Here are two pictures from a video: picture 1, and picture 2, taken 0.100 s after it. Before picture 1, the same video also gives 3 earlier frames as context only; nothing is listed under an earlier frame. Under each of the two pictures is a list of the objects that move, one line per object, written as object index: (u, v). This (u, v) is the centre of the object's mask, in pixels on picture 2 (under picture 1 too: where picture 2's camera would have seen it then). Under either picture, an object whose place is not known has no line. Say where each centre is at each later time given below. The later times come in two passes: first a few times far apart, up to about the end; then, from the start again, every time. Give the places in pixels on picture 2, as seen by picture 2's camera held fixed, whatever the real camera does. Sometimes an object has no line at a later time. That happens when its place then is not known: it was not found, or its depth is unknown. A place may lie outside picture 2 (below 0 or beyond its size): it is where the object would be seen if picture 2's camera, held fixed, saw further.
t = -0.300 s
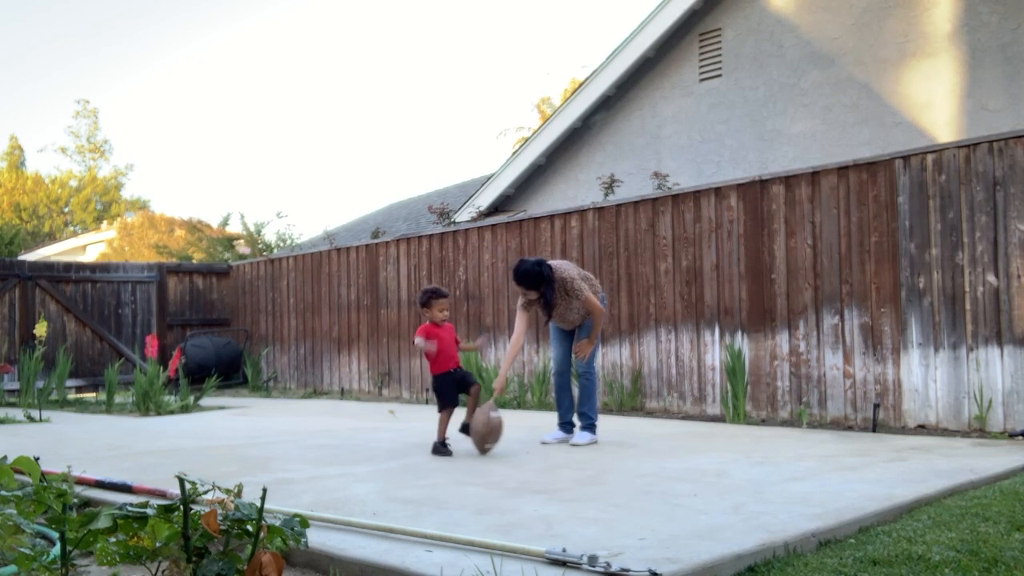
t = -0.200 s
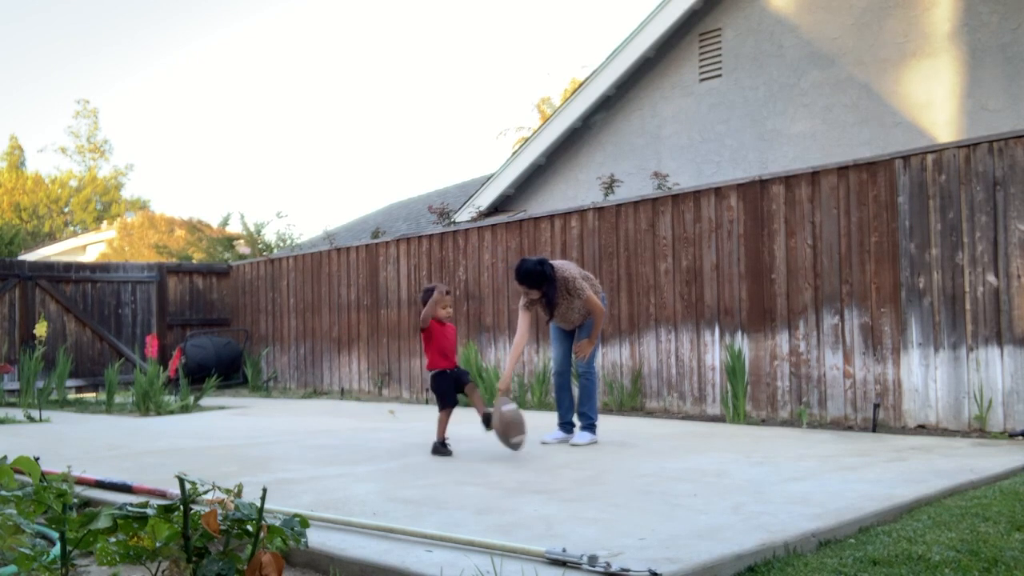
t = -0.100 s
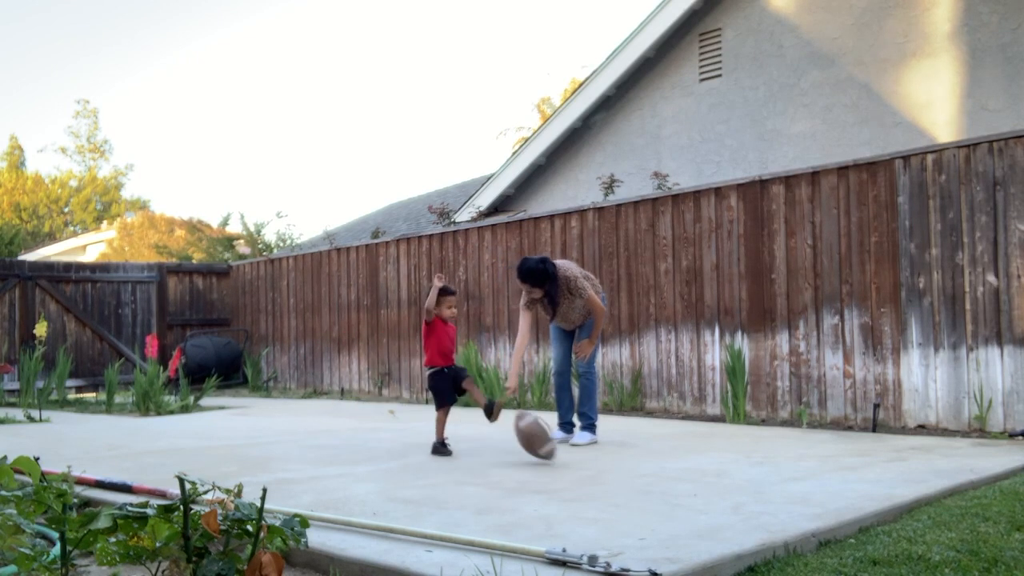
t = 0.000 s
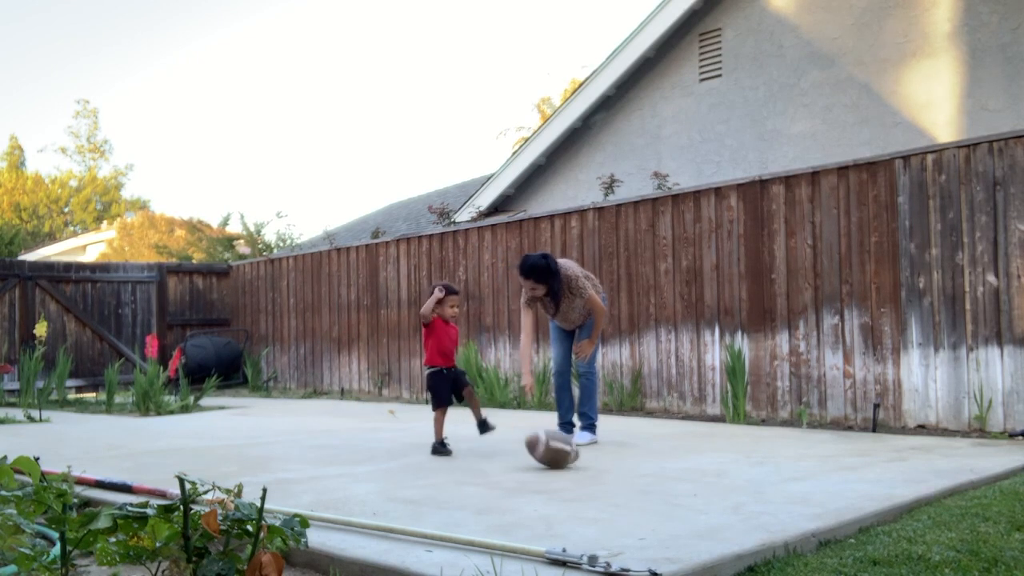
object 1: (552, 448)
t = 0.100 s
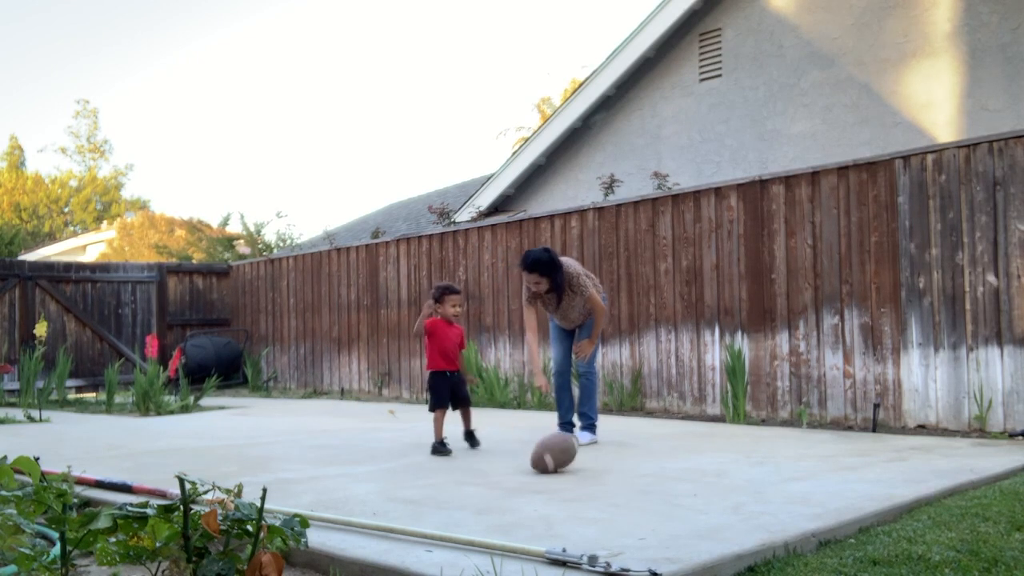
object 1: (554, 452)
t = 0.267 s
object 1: (564, 454)
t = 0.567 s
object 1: (593, 460)
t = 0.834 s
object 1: (613, 464)
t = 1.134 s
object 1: (658, 470)
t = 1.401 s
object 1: (677, 483)
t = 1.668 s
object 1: (710, 488)
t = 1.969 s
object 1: (756, 483)
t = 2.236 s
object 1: (757, 498)
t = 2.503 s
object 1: (773, 499)
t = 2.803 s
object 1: (830, 515)
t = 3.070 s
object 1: (869, 531)
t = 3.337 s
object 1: (875, 532)
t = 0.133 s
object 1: (555, 451)
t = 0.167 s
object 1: (556, 450)
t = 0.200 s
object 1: (559, 451)
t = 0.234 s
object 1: (561, 452)
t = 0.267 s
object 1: (564, 454)
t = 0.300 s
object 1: (567, 457)
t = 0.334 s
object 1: (570, 459)
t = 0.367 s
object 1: (574, 459)
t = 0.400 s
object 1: (578, 458)
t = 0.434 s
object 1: (582, 458)
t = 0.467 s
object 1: (585, 458)
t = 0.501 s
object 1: (588, 457)
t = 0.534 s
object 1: (591, 459)
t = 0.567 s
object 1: (593, 460)
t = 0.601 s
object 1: (596, 464)
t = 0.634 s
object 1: (598, 466)
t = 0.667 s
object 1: (601, 466)
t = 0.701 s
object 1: (602, 465)
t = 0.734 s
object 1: (604, 466)
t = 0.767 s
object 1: (607, 465)
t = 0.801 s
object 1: (609, 464)
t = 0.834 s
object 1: (613, 464)
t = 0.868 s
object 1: (616, 466)
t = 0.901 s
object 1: (621, 469)
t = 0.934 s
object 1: (626, 472)
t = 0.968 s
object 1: (632, 474)
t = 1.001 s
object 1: (638, 475)
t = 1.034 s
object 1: (643, 474)
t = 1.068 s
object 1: (649, 472)
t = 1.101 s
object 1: (654, 471)
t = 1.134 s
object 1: (658, 470)
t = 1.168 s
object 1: (662, 469)
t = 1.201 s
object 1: (665, 470)
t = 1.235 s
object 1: (667, 471)
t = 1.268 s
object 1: (669, 474)
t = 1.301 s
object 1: (671, 477)
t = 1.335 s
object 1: (673, 480)
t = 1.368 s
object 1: (675, 482)
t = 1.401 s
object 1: (677, 483)
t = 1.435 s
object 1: (679, 483)
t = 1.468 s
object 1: (682, 483)
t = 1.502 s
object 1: (685, 482)
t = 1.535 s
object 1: (689, 481)
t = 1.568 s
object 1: (693, 482)
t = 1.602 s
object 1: (698, 484)
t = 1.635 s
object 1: (703, 486)
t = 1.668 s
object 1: (710, 488)
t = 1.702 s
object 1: (716, 489)
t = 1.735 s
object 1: (723, 490)
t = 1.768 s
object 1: (730, 489)
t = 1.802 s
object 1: (736, 488)
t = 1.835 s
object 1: (742, 486)
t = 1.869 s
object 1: (747, 484)
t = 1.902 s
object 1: (751, 482)
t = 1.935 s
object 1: (754, 482)
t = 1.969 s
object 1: (756, 483)
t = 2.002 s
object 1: (758, 484)
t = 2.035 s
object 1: (759, 487)
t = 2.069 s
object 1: (759, 490)
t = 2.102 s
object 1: (759, 493)
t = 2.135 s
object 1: (759, 495)
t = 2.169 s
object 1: (758, 497)
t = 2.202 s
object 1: (758, 498)
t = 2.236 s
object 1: (757, 498)
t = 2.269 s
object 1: (757, 498)
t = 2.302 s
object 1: (757, 496)
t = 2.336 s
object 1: (758, 495)
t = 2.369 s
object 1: (760, 495)
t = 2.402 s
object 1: (762, 495)
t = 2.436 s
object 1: (765, 496)
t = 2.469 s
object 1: (768, 497)
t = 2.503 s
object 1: (773, 499)
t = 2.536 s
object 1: (778, 501)
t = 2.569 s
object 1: (784, 503)
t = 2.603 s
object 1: (791, 504)
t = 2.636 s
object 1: (797, 504)
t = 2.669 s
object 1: (804, 504)
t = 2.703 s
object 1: (810, 506)
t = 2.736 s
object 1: (817, 508)
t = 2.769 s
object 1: (824, 514)
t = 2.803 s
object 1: (830, 515)
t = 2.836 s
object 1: (837, 512)
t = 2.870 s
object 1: (843, 514)
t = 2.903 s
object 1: (848, 516)
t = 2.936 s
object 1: (853, 518)
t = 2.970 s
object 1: (857, 521)
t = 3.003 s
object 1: (860, 525)
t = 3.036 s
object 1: (864, 529)
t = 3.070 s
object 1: (869, 531)
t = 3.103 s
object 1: (873, 531)
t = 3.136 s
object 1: (876, 531)
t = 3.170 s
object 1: (878, 531)
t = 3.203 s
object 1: (879, 531)
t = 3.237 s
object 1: (879, 532)
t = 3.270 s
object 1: (878, 532)
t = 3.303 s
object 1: (878, 531)
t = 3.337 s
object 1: (875, 532)
